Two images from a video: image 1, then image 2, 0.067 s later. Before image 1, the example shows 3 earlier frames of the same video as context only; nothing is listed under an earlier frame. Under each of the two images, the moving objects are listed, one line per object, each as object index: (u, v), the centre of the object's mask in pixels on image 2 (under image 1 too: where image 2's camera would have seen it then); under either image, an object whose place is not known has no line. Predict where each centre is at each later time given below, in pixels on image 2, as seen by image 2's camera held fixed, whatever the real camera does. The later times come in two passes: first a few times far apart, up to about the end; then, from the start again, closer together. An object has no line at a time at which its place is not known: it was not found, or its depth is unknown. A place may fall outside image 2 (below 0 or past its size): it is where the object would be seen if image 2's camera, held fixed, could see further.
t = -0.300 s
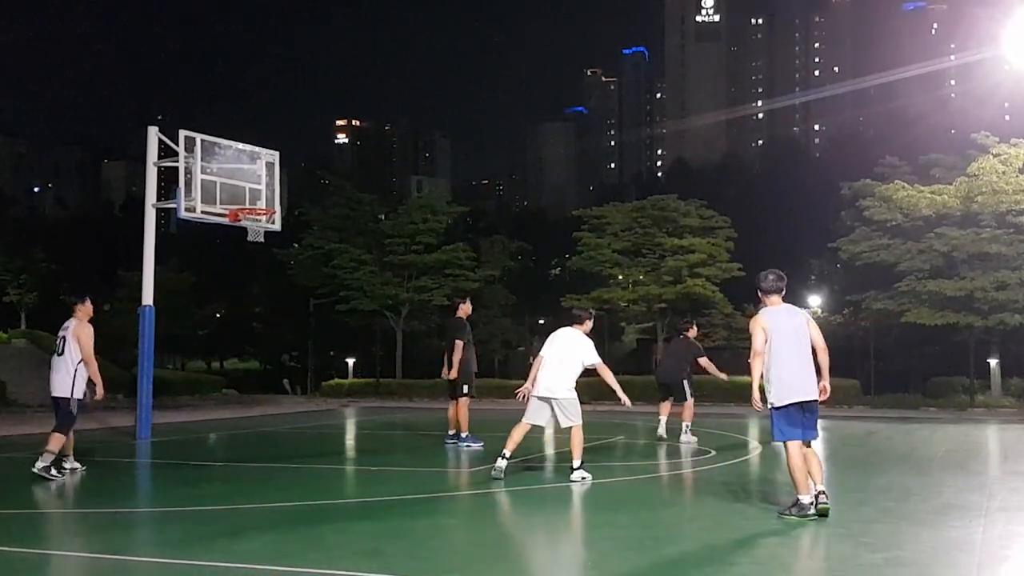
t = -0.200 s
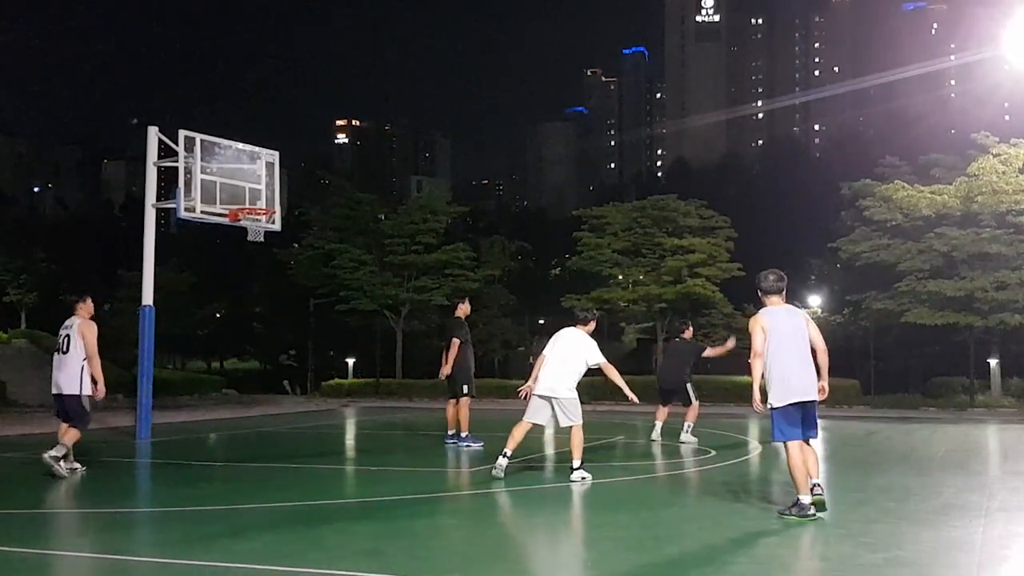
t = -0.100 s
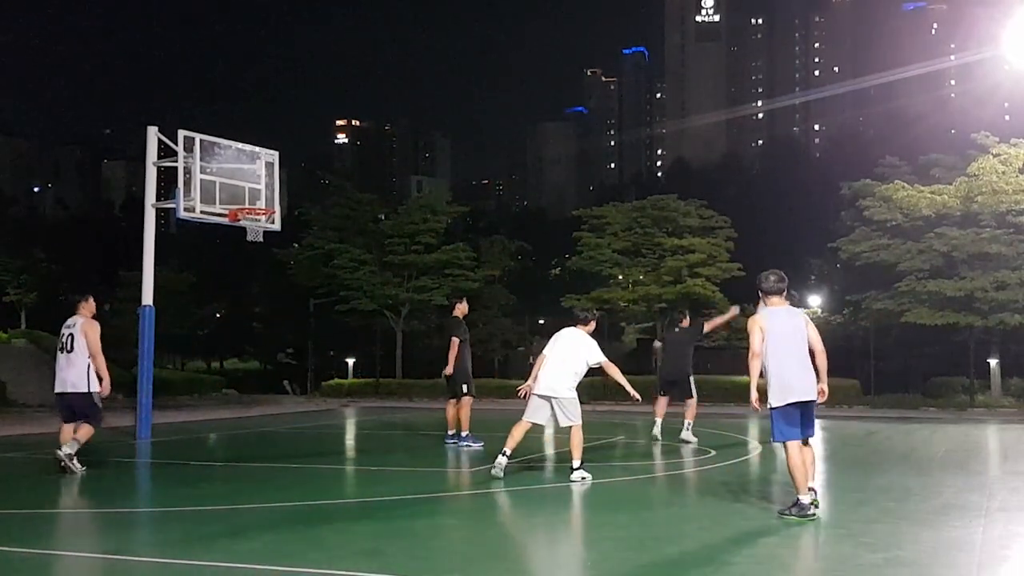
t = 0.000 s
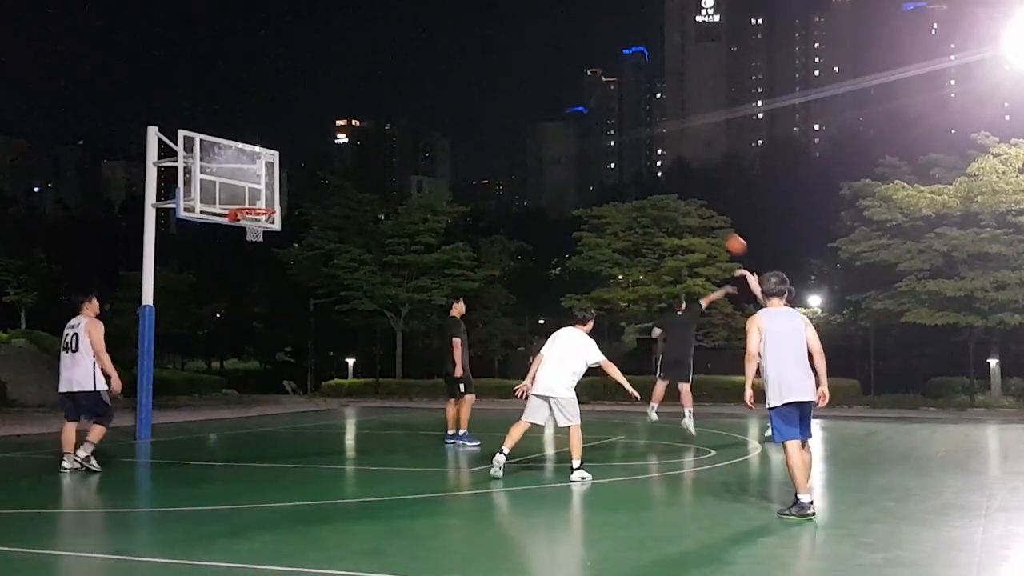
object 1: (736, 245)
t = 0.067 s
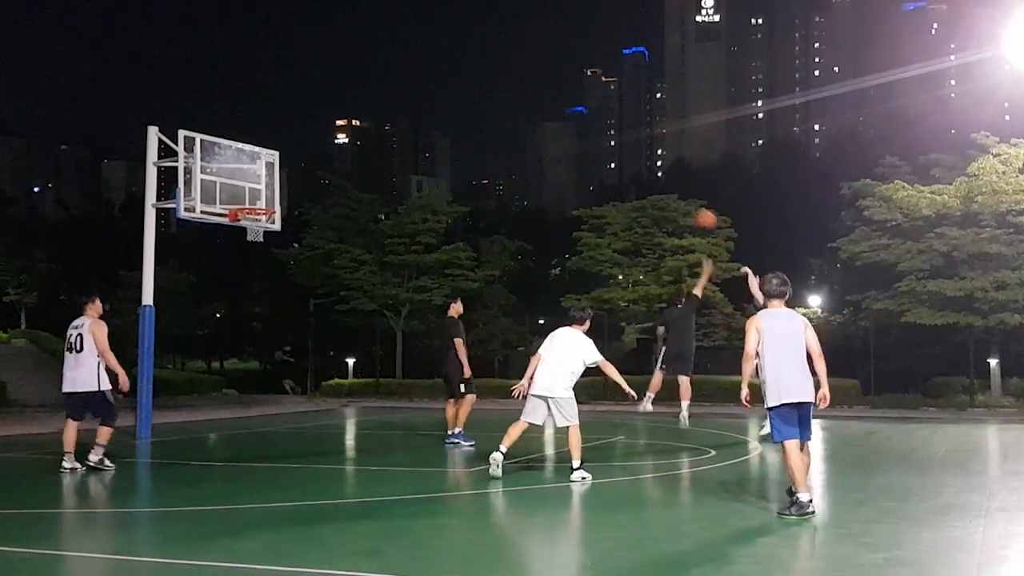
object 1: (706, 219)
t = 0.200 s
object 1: (644, 177)
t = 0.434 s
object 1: (541, 133)
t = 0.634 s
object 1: (452, 126)
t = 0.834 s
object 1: (362, 147)
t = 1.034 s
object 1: (270, 200)
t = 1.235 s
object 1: (248, 263)
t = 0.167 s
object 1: (659, 186)
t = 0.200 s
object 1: (644, 177)
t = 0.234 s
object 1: (630, 168)
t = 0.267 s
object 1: (615, 160)
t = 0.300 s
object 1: (600, 153)
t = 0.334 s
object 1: (585, 147)
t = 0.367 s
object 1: (570, 142)
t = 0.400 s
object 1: (555, 137)
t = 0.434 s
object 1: (541, 133)
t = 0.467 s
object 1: (526, 130)
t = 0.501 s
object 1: (511, 127)
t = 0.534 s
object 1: (496, 126)
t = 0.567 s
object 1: (481, 125)
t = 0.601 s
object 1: (466, 125)
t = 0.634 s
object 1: (452, 126)
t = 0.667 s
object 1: (436, 127)
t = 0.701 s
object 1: (422, 130)
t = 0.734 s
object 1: (407, 133)
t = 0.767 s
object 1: (392, 137)
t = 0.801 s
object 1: (377, 142)
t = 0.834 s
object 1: (362, 147)
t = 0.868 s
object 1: (347, 154)
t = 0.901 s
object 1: (331, 161)
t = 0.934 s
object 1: (316, 169)
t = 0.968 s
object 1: (301, 178)
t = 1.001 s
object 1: (287, 188)
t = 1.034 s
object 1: (270, 200)
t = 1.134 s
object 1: (245, 233)
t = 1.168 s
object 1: (246, 242)
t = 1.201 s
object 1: (247, 252)
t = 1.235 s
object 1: (248, 263)
